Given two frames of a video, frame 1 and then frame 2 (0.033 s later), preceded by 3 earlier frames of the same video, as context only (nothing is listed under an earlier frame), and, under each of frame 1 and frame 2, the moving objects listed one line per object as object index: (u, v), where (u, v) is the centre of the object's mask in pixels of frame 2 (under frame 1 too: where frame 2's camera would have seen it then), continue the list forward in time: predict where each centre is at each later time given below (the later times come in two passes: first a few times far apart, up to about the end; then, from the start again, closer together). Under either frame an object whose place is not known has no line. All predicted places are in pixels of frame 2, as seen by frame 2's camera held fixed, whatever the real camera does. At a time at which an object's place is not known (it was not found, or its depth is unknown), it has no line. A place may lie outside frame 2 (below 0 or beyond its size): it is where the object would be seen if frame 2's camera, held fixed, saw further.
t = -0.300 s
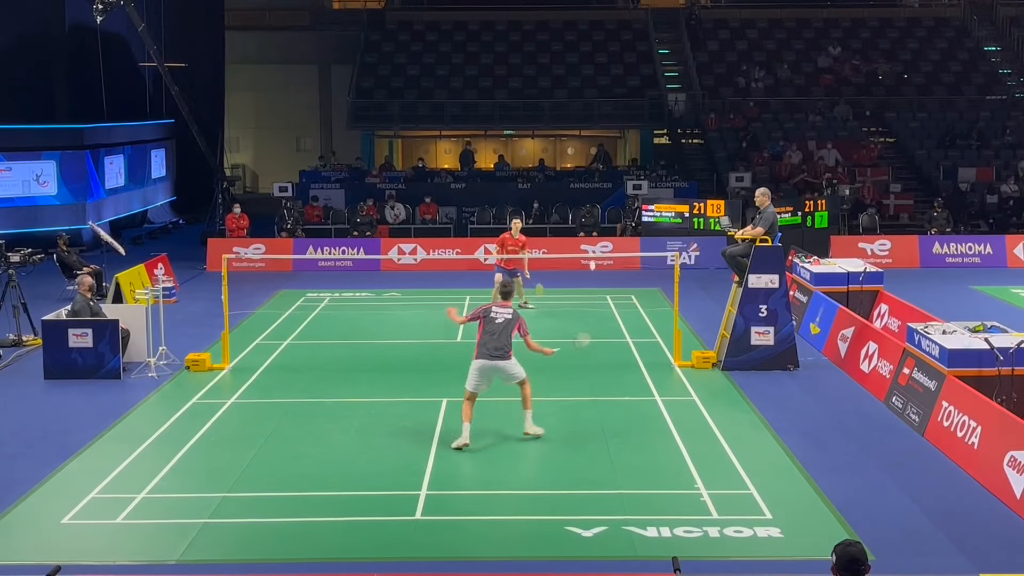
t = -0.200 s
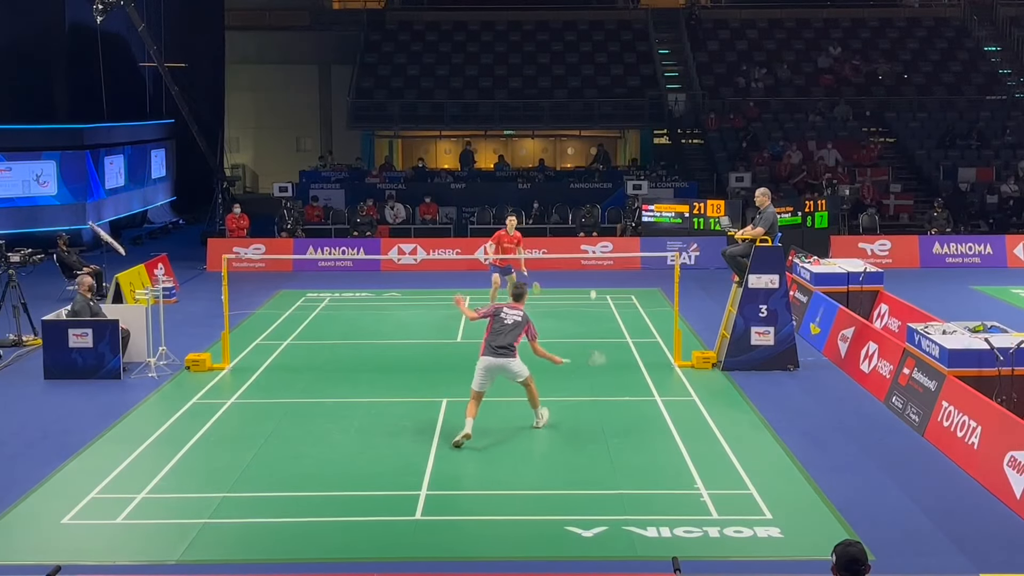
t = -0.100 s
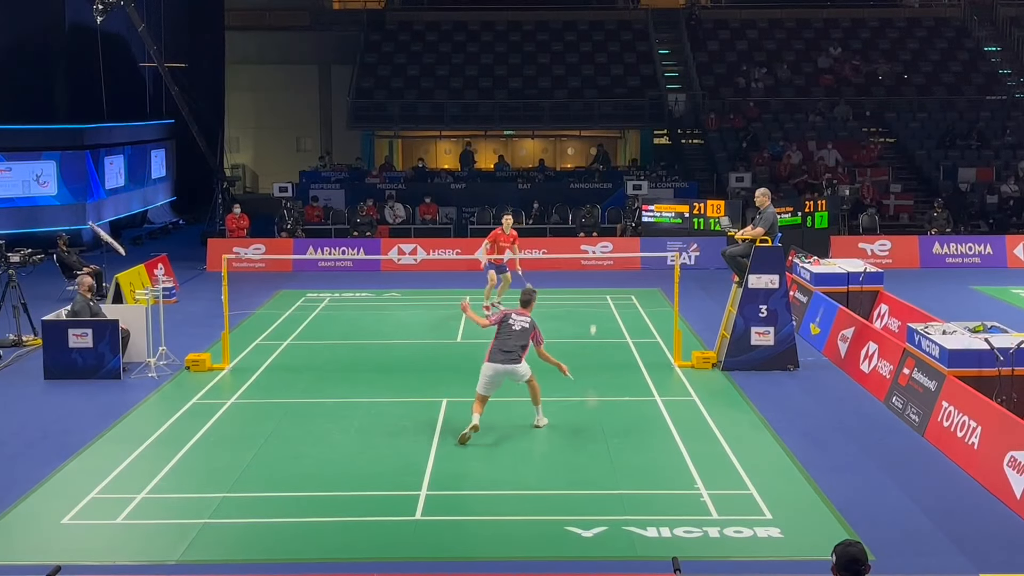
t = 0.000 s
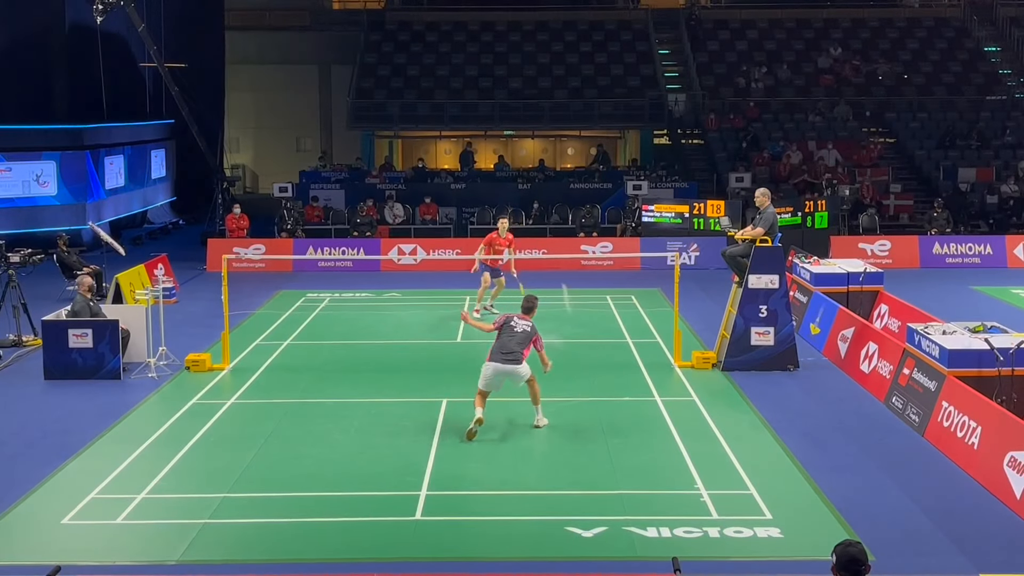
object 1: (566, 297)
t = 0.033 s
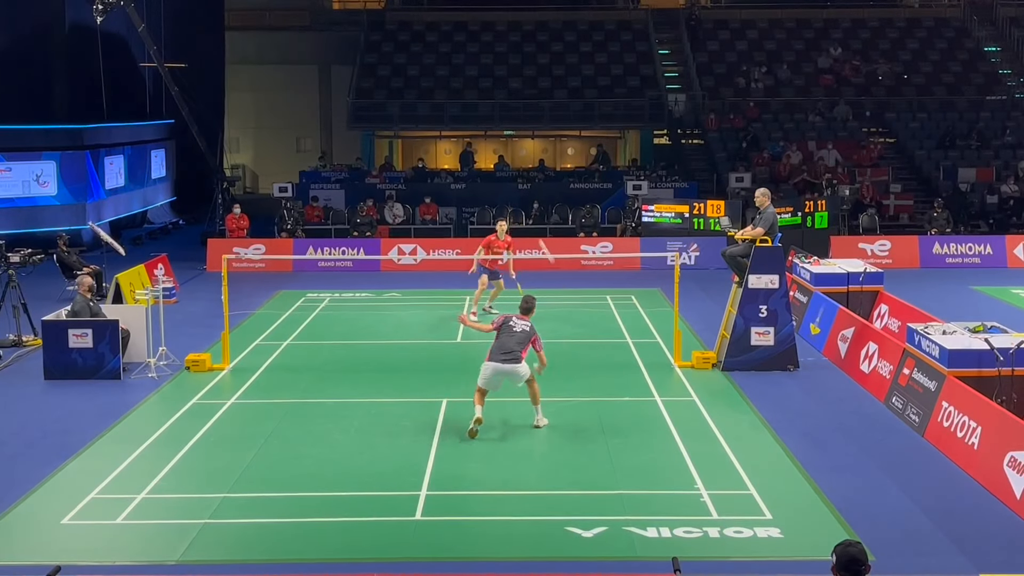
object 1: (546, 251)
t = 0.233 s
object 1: (472, 112)
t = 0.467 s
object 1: (433, 63)
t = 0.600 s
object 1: (417, 58)
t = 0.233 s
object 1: (472, 112)
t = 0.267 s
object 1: (465, 101)
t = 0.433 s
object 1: (436, 65)
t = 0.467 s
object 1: (433, 63)
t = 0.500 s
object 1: (428, 61)
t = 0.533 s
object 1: (424, 59)
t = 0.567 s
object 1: (421, 58)
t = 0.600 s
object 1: (417, 58)
